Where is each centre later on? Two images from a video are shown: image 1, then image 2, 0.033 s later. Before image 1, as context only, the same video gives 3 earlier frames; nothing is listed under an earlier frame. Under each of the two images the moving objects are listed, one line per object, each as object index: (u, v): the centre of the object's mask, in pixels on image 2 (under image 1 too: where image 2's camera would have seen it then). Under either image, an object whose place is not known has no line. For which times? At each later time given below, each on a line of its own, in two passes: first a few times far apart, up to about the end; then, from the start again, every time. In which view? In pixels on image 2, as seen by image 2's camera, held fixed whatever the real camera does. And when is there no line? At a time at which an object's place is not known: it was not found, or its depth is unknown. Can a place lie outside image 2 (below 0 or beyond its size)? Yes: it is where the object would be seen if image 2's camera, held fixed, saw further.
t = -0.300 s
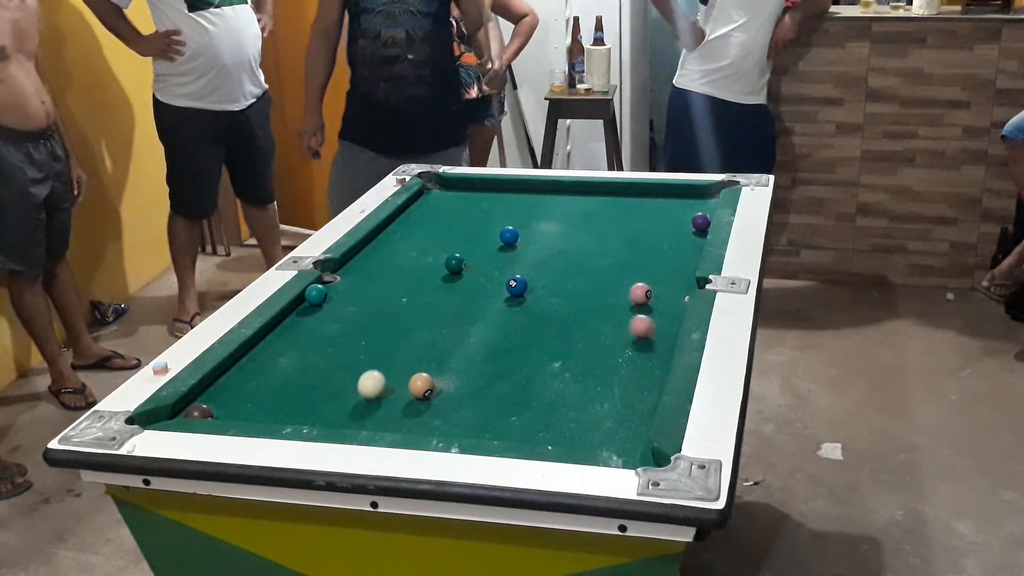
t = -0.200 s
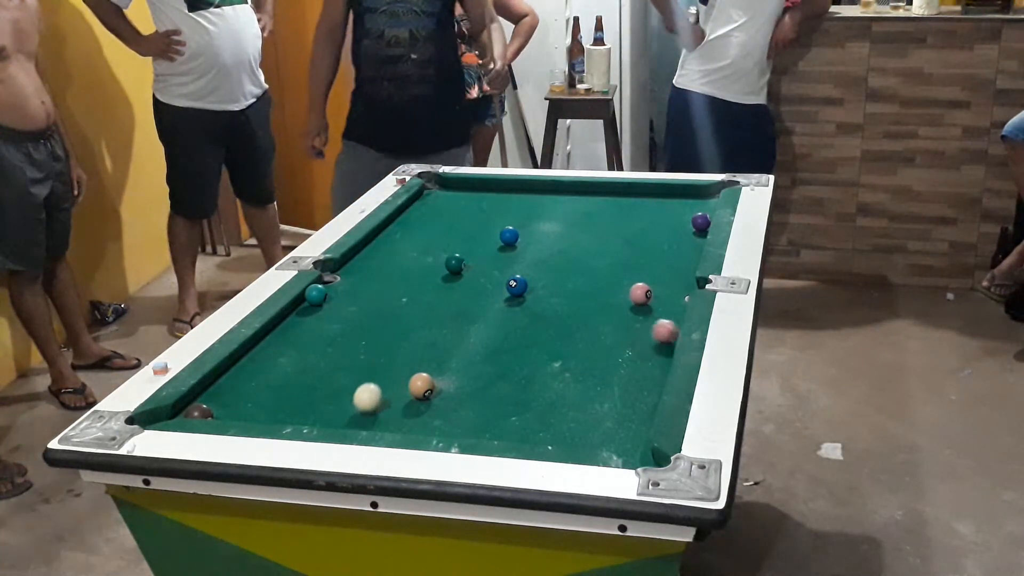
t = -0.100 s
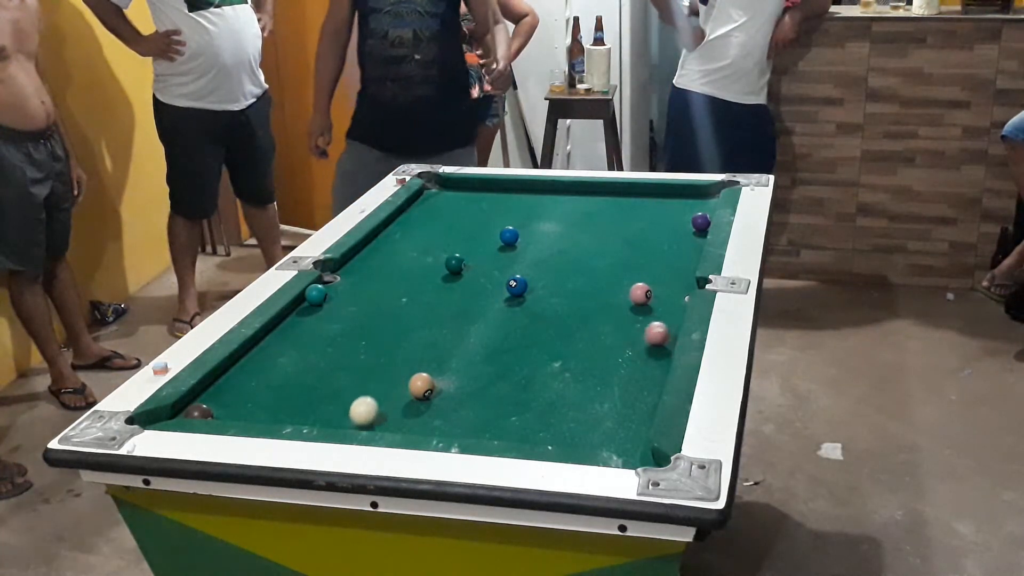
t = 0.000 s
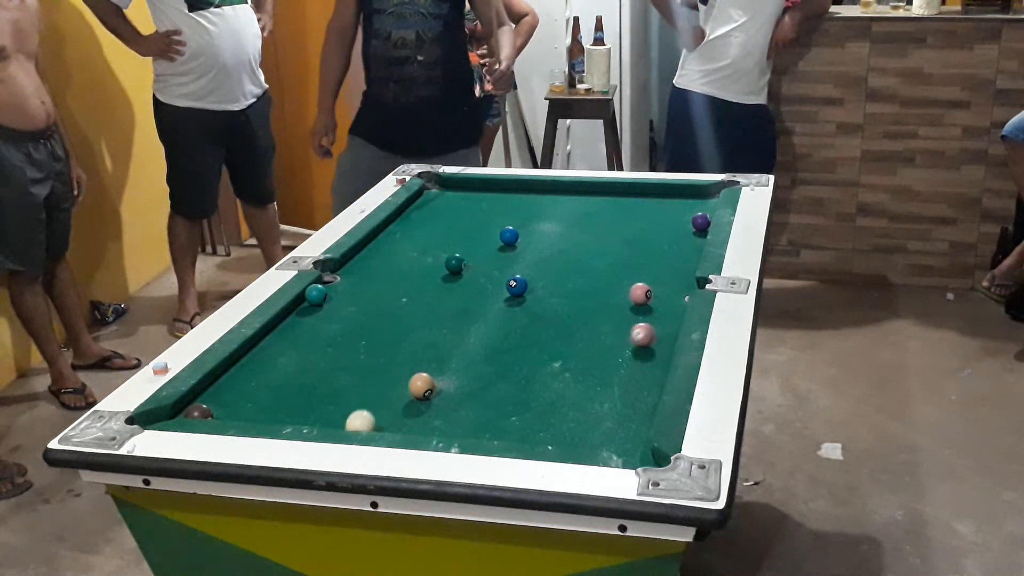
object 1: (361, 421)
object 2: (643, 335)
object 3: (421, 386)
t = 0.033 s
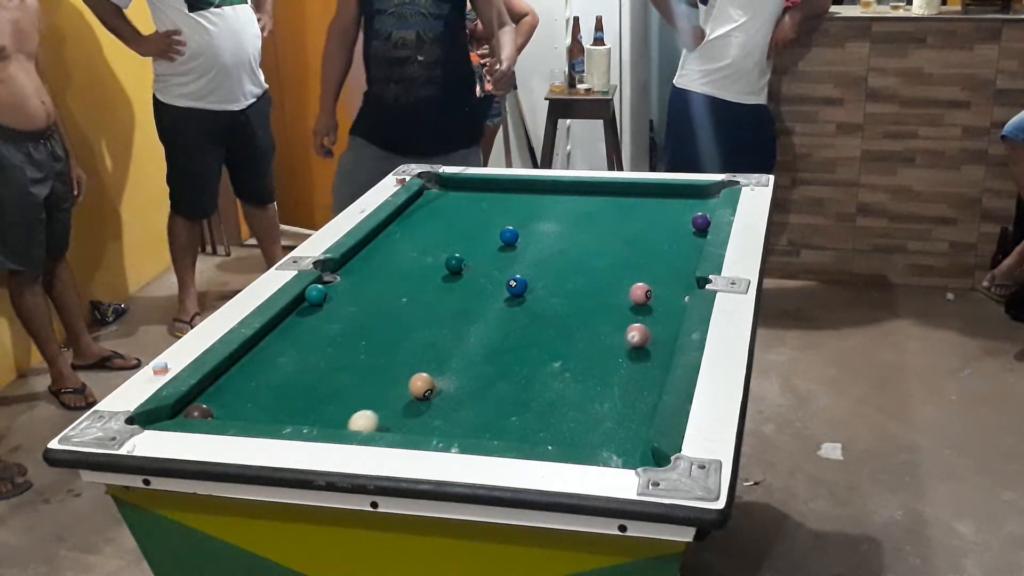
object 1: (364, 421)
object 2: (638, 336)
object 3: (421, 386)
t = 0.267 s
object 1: (400, 407)
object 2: (605, 339)
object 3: (421, 386)
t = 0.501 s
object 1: (430, 394)
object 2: (576, 342)
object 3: (421, 377)
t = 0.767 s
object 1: (458, 388)
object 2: (546, 346)
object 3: (428, 371)
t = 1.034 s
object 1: (484, 383)
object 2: (520, 348)
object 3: (432, 362)
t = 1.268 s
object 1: (504, 379)
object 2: (502, 351)
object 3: (437, 356)
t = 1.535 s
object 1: (523, 376)
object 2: (485, 354)
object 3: (440, 351)
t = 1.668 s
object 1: (531, 374)
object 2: (477, 355)
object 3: (441, 349)
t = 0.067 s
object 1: (369, 420)
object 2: (633, 336)
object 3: (421, 386)
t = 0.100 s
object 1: (374, 418)
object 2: (628, 337)
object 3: (421, 386)
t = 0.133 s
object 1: (379, 416)
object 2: (624, 337)
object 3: (421, 386)
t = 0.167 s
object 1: (384, 414)
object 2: (619, 338)
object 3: (421, 386)
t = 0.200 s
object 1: (389, 411)
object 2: (614, 338)
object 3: (421, 386)
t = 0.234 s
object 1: (395, 409)
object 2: (609, 339)
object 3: (421, 386)
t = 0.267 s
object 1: (400, 407)
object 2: (605, 339)
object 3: (421, 386)
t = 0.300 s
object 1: (405, 405)
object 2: (600, 340)
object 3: (422, 385)
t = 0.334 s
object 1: (409, 402)
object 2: (596, 340)
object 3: (423, 384)
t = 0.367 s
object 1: (413, 400)
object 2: (592, 340)
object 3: (423, 382)
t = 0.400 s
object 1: (418, 397)
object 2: (588, 341)
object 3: (423, 380)
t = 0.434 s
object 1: (422, 396)
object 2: (584, 341)
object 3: (421, 378)
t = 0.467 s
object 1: (426, 395)
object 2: (580, 342)
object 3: (421, 377)
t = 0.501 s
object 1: (430, 394)
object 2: (576, 342)
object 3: (421, 377)
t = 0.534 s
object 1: (433, 394)
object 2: (572, 343)
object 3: (422, 377)
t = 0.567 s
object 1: (437, 393)
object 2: (568, 343)
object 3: (422, 377)
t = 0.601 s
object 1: (441, 392)
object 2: (565, 344)
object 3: (424, 376)
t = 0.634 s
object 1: (445, 391)
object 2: (561, 344)
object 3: (425, 375)
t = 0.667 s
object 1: (448, 390)
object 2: (558, 344)
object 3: (426, 374)
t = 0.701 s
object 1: (451, 390)
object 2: (553, 345)
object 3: (426, 373)
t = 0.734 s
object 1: (455, 389)
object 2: (550, 345)
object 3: (427, 372)
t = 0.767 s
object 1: (458, 388)
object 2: (546, 346)
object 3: (428, 371)
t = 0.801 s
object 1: (462, 388)
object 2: (543, 346)
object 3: (428, 370)
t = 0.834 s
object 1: (465, 387)
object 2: (540, 347)
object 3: (429, 368)
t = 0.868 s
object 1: (469, 386)
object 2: (536, 347)
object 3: (430, 367)
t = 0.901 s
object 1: (472, 385)
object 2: (532, 347)
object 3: (430, 366)
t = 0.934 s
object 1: (475, 385)
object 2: (530, 348)
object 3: (431, 365)
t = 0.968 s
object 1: (478, 384)
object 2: (526, 348)
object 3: (431, 364)
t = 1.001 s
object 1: (481, 384)
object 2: (523, 348)
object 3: (432, 363)
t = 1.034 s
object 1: (484, 383)
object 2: (520, 348)
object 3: (432, 362)
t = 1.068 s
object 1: (487, 382)
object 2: (518, 349)
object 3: (433, 362)
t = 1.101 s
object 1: (490, 382)
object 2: (515, 349)
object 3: (434, 361)
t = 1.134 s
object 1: (493, 381)
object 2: (512, 350)
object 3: (434, 360)
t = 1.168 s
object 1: (496, 381)
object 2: (510, 350)
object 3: (435, 359)
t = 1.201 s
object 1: (498, 380)
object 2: (507, 350)
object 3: (435, 358)
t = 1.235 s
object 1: (501, 380)
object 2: (505, 351)
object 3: (436, 357)
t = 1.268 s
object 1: (504, 379)
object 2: (502, 351)
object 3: (437, 356)
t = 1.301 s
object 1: (506, 379)
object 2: (500, 351)
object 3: (437, 356)
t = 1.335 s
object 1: (509, 378)
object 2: (498, 352)
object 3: (438, 355)
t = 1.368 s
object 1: (512, 378)
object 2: (495, 352)
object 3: (438, 354)
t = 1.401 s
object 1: (514, 377)
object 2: (493, 352)
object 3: (439, 353)
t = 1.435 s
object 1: (516, 377)
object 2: (491, 353)
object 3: (439, 353)
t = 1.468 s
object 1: (519, 376)
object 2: (489, 353)
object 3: (439, 352)
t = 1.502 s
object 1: (521, 376)
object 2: (487, 353)
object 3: (440, 351)
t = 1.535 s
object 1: (523, 376)
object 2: (485, 354)
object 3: (440, 351)
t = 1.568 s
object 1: (525, 375)
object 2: (483, 354)
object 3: (441, 350)
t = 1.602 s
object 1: (527, 375)
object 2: (481, 354)
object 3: (441, 350)
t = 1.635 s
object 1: (530, 374)
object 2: (479, 355)
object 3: (441, 350)
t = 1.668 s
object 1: (531, 374)
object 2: (477, 355)
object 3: (441, 349)
